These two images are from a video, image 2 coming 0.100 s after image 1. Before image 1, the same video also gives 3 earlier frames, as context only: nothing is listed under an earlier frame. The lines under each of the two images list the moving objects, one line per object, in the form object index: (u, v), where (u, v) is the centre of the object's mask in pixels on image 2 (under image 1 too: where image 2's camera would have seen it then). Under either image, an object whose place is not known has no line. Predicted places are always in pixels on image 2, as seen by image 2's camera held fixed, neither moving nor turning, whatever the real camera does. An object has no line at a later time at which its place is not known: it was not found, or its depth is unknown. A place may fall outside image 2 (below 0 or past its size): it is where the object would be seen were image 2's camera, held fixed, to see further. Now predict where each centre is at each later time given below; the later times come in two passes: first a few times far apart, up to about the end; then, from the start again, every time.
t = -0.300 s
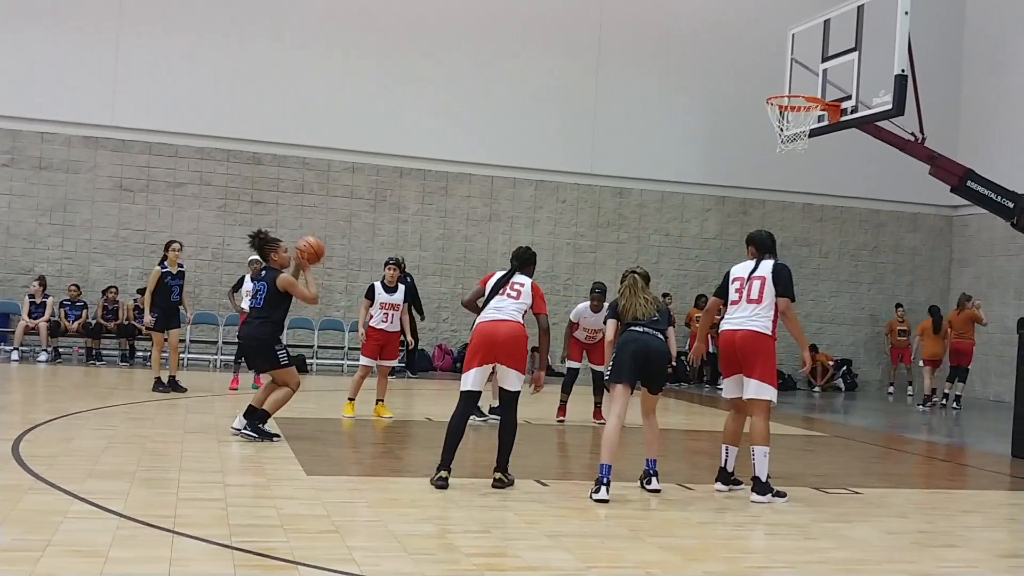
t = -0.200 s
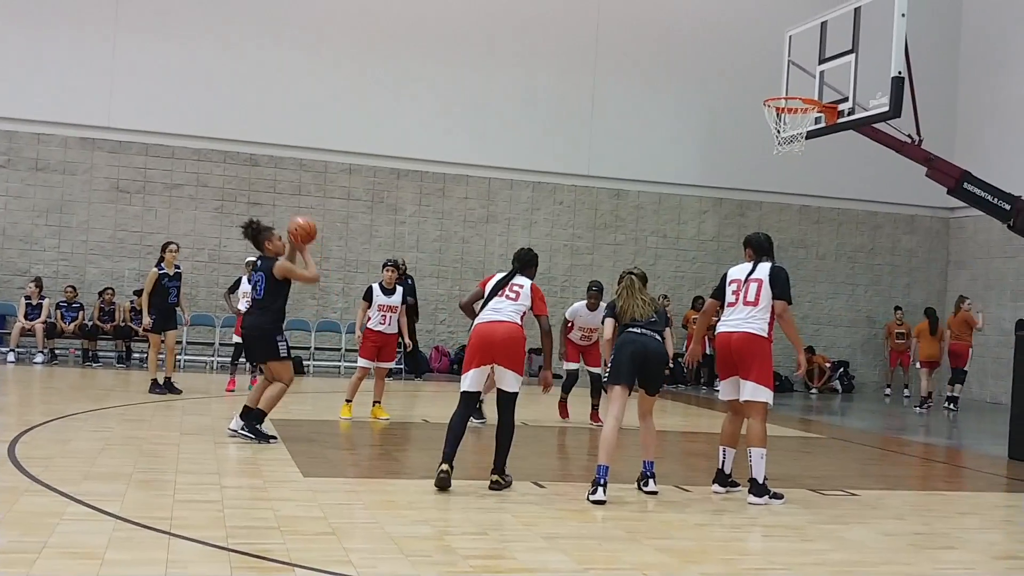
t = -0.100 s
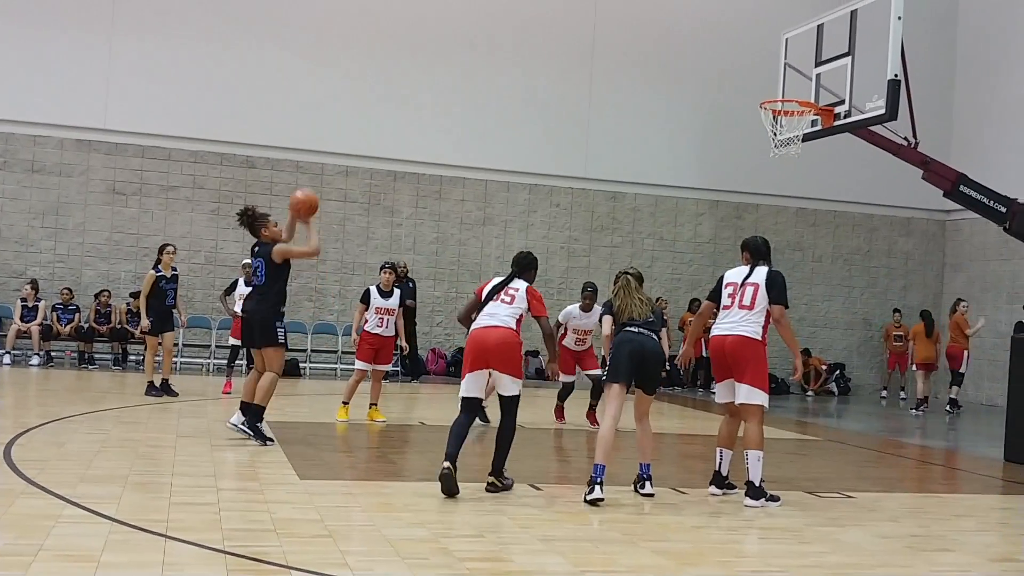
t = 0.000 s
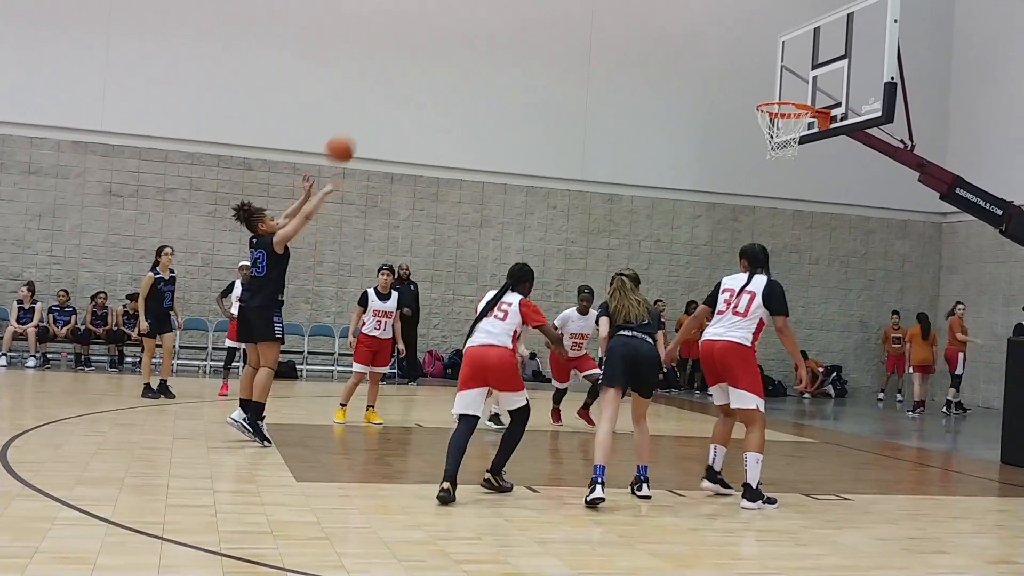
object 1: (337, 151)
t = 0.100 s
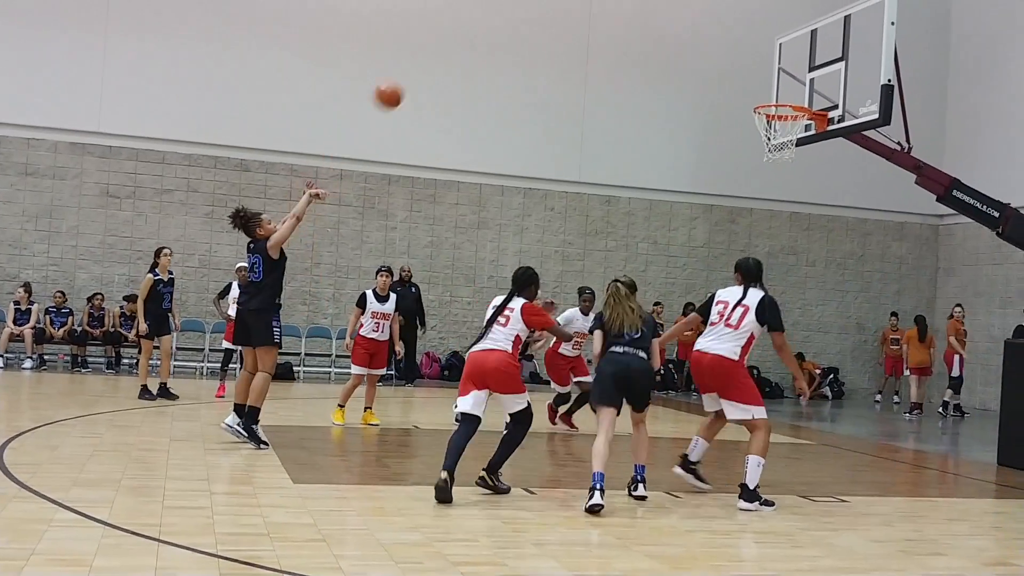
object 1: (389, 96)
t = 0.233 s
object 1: (454, 40)
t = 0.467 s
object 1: (563, -2)
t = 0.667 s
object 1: (650, 5)
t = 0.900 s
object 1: (744, 75)
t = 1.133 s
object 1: (792, 64)
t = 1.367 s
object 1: (828, 81)
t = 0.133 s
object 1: (405, 80)
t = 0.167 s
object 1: (422, 65)
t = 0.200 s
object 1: (438, 52)
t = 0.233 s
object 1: (454, 40)
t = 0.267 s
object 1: (470, 29)
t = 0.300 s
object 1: (486, 20)
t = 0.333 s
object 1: (502, 12)
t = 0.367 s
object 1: (517, 6)
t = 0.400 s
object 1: (533, 3)
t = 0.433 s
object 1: (548, 0)
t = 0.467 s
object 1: (563, -2)
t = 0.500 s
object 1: (579, -3)
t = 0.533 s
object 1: (593, -3)
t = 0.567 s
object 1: (607, -3)
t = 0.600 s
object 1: (622, -1)
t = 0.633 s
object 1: (636, 1)
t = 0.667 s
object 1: (650, 5)
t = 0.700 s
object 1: (664, 11)
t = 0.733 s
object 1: (677, 19)
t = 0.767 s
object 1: (691, 28)
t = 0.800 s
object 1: (705, 38)
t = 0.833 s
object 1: (718, 50)
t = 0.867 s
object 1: (732, 62)
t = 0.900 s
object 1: (744, 75)
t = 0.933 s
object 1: (757, 90)
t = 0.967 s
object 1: (764, 88)
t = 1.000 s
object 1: (771, 81)
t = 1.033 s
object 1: (776, 74)
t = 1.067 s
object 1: (781, 70)
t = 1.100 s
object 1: (787, 66)
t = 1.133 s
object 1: (792, 64)
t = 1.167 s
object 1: (797, 63)
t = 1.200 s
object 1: (803, 62)
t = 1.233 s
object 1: (808, 63)
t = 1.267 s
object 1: (813, 66)
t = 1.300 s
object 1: (819, 69)
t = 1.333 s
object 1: (823, 74)
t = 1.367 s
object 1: (828, 81)
